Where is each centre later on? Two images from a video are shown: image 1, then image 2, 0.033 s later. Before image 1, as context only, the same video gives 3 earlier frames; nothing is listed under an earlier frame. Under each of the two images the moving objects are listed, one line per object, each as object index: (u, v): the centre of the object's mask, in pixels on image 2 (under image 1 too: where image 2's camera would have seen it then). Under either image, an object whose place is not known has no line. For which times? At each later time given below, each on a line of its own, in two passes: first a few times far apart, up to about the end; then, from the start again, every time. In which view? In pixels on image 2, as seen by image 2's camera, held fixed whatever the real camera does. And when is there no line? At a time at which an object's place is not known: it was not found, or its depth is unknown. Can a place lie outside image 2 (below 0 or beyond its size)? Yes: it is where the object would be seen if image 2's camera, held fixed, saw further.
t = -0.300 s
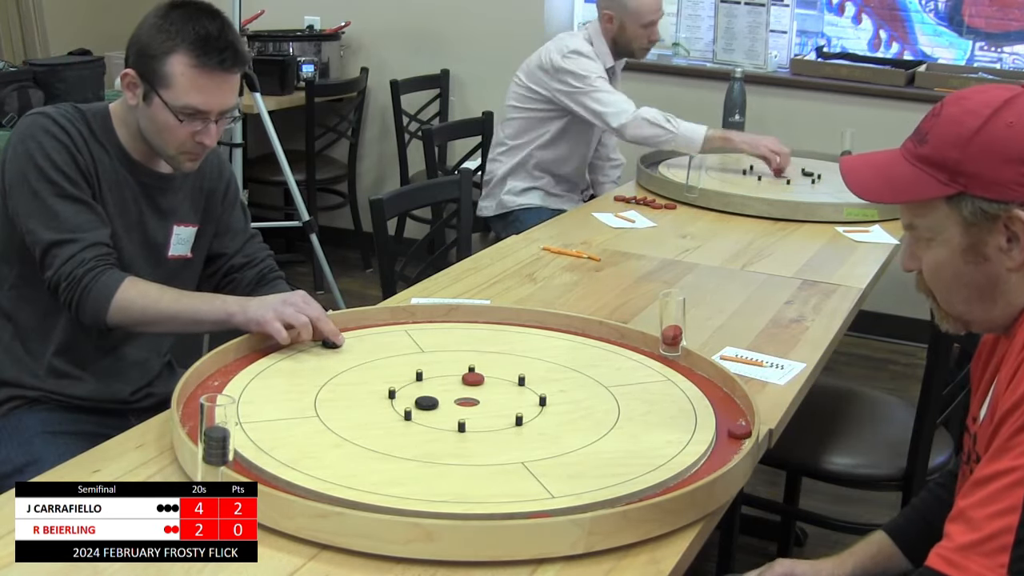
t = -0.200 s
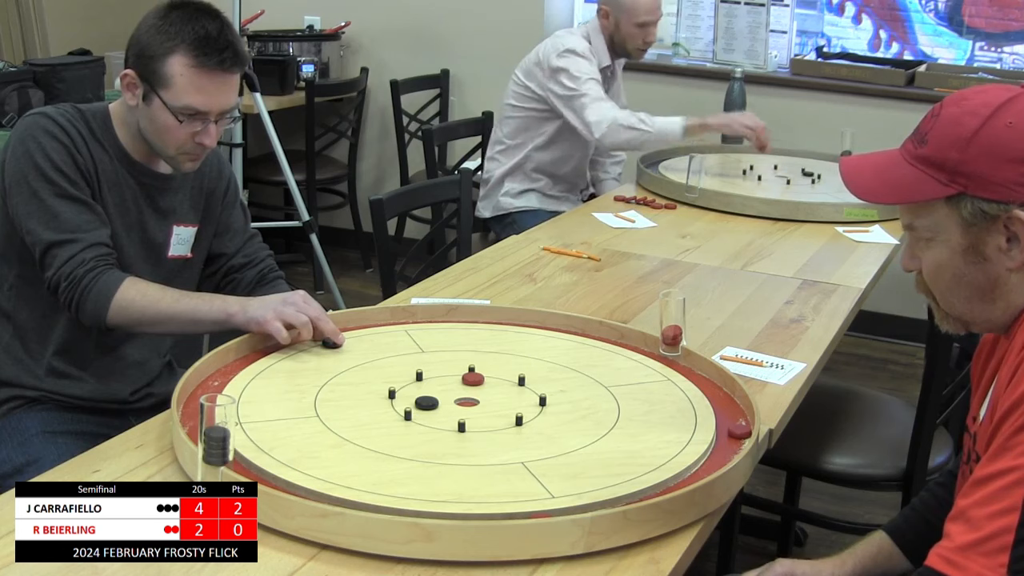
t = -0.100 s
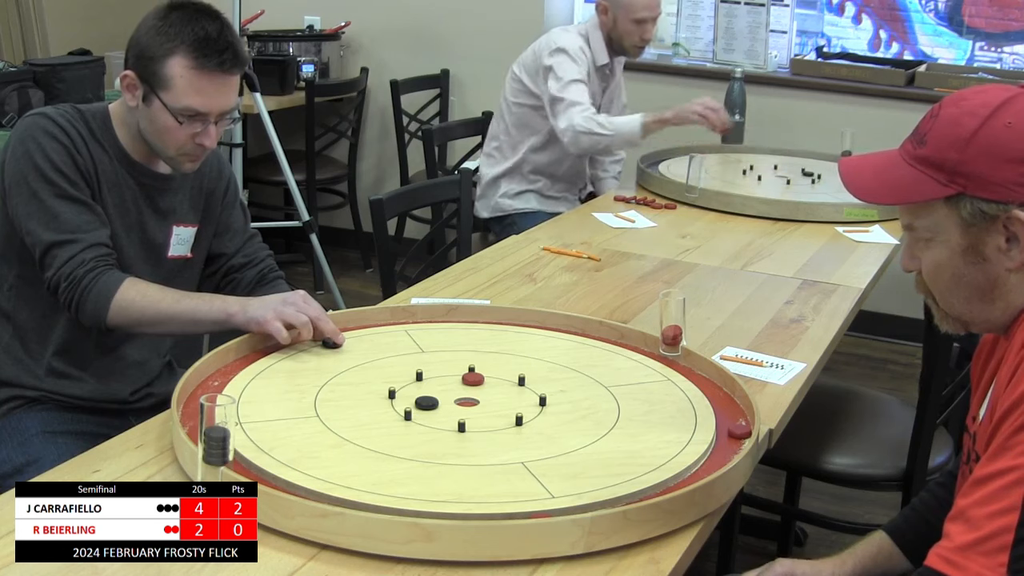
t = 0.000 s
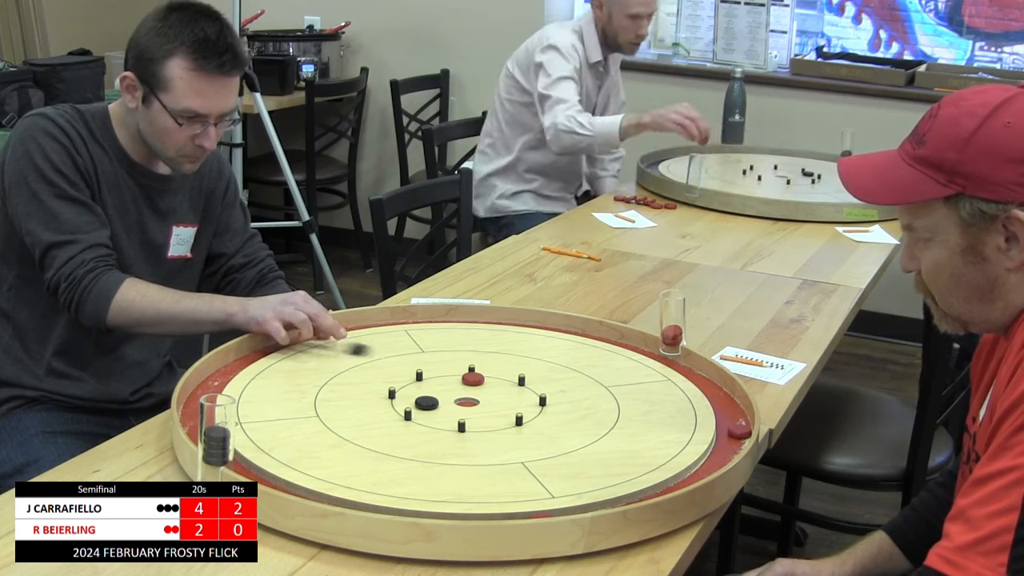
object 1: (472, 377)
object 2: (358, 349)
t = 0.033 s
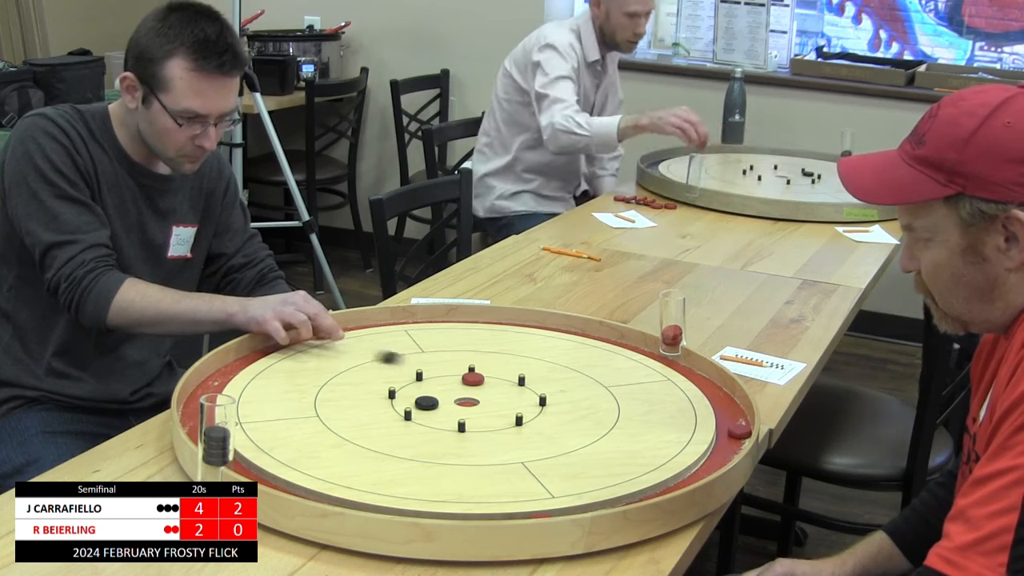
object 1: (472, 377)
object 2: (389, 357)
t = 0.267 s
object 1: (537, 374)
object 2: (462, 373)
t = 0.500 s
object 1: (535, 332)
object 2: (462, 373)
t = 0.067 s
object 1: (472, 377)
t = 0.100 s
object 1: (473, 377)
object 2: (457, 372)
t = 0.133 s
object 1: (501, 386)
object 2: (461, 373)
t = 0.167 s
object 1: (529, 394)
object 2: (462, 373)
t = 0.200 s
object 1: (537, 389)
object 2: (462, 373)
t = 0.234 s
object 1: (537, 381)
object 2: (462, 373)
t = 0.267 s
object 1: (537, 374)
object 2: (462, 373)
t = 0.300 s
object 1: (536, 367)
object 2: (462, 373)
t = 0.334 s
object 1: (536, 360)
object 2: (462, 373)
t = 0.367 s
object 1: (536, 354)
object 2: (462, 373)
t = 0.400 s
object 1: (536, 348)
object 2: (462, 373)
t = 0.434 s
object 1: (536, 343)
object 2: (462, 373)
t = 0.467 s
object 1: (536, 338)
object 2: (462, 373)
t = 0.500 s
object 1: (535, 332)
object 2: (462, 373)
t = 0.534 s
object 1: (535, 328)
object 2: (462, 373)
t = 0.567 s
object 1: (535, 324)
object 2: (462, 373)
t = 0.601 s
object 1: (534, 324)
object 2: (462, 373)
